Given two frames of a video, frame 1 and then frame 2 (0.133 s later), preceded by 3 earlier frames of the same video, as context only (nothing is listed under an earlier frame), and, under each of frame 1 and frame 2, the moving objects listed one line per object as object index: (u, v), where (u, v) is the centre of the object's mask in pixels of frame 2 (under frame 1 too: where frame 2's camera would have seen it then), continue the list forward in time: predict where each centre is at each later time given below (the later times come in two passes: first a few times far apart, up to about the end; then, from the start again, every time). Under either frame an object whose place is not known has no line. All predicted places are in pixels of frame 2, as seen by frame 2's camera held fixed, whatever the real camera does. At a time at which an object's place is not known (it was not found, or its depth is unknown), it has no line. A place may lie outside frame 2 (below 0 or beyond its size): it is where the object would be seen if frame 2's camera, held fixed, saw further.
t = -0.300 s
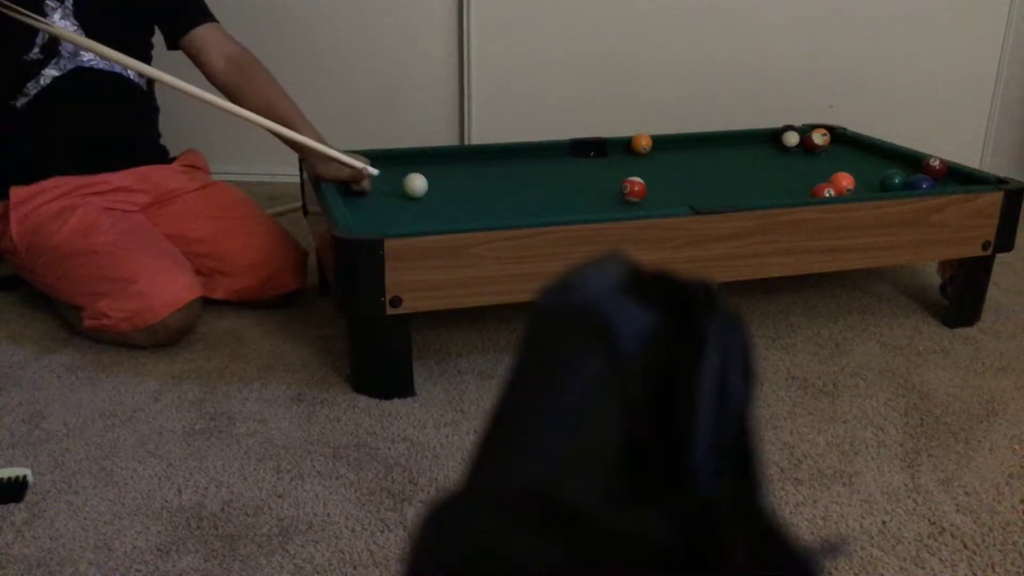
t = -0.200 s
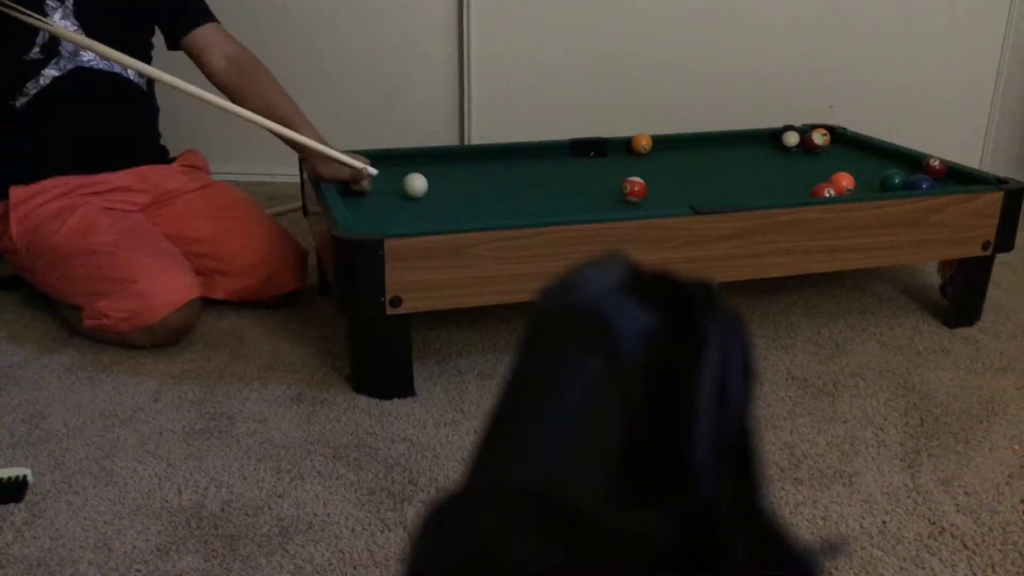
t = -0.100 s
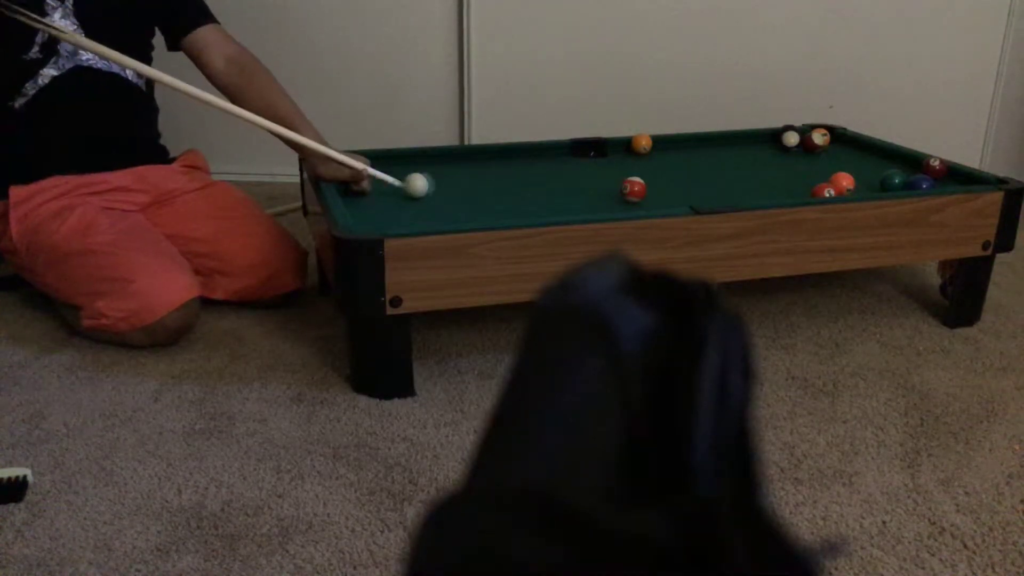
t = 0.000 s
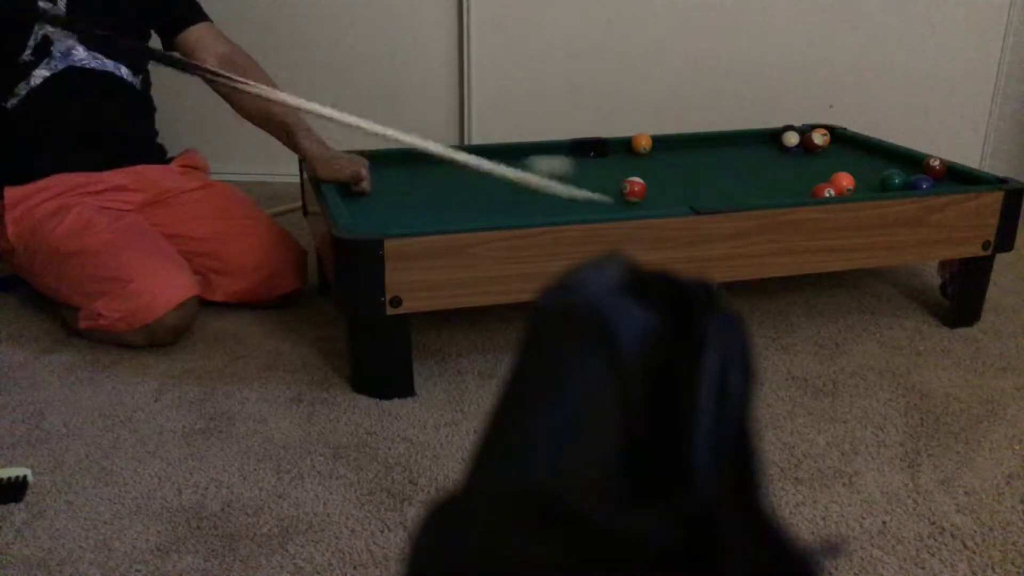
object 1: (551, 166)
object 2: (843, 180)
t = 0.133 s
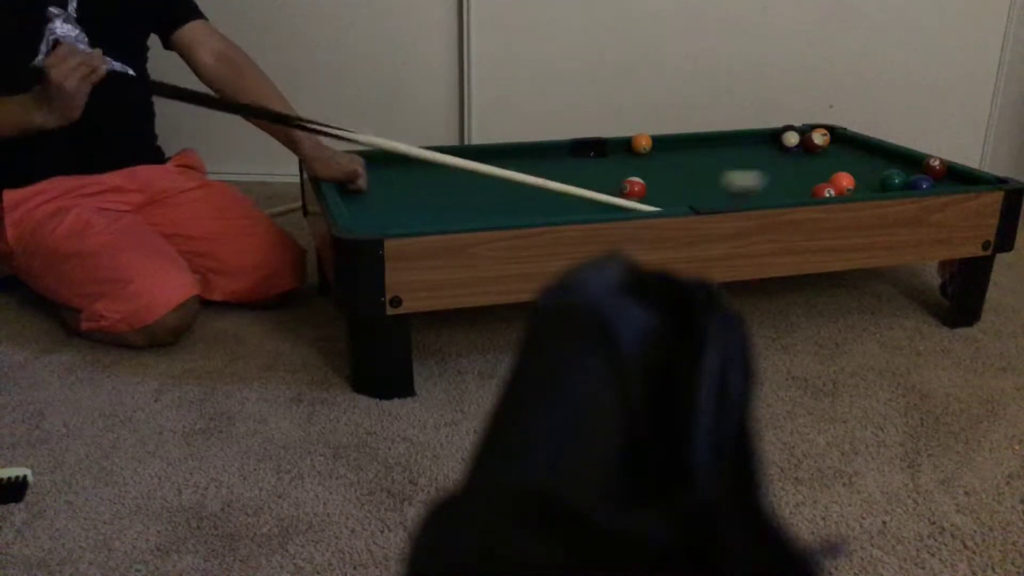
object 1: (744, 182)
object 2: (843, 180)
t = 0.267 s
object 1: (839, 170)
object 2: (891, 185)
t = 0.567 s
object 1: (861, 149)
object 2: (892, 183)
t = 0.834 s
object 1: (804, 147)
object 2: (892, 183)
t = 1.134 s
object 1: (761, 150)
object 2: (892, 183)
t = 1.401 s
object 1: (735, 151)
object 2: (891, 183)
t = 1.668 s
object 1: (717, 153)
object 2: (891, 183)
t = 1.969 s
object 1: (709, 153)
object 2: (891, 183)
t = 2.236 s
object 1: (708, 154)
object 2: (891, 183)
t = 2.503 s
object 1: (708, 154)
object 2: (891, 183)
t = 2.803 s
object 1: (708, 154)
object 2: (891, 183)
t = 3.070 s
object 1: (708, 154)
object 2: (891, 183)
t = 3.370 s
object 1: (708, 154)
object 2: (891, 183)
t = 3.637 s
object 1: (708, 154)
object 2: (891, 183)
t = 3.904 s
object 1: (708, 154)
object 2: (891, 182)
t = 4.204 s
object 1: (708, 154)
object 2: (891, 183)
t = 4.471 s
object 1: (708, 154)
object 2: (891, 183)
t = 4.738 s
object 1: (708, 154)
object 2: (891, 183)
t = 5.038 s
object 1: (708, 154)
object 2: (891, 183)
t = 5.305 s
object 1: (708, 154)
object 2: (891, 183)
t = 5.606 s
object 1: (708, 154)
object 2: (891, 183)
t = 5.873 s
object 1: (708, 154)
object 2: (891, 183)
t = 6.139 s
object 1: (708, 154)
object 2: (891, 183)
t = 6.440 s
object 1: (708, 154)
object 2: (891, 183)
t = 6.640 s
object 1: (708, 154)
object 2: (891, 183)
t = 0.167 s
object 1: (787, 180)
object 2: (843, 180)
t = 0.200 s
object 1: (818, 176)
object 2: (850, 181)
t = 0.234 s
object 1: (830, 173)
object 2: (876, 183)
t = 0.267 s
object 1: (839, 170)
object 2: (891, 185)
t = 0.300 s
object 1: (848, 167)
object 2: (892, 184)
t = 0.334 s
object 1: (855, 164)
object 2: (892, 184)
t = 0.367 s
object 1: (863, 161)
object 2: (892, 184)
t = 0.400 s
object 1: (870, 158)
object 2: (892, 183)
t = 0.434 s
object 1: (877, 155)
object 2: (892, 183)
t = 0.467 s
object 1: (883, 152)
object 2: (892, 183)
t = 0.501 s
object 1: (882, 150)
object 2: (892, 184)
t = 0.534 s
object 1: (872, 149)
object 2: (892, 183)
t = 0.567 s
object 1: (861, 149)
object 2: (892, 183)
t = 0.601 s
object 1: (851, 149)
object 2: (892, 183)
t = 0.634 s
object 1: (842, 148)
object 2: (892, 183)
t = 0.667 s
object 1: (833, 147)
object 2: (892, 183)
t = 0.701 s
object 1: (825, 146)
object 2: (892, 183)
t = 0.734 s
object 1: (820, 146)
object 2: (892, 183)
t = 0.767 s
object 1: (814, 147)
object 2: (892, 183)
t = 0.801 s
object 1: (809, 147)
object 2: (892, 183)
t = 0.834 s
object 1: (804, 147)
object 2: (892, 183)
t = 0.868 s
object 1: (797, 147)
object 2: (892, 183)
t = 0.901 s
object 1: (793, 148)
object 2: (892, 184)
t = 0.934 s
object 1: (788, 148)
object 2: (892, 183)
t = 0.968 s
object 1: (783, 148)
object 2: (892, 184)
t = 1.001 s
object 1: (779, 148)
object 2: (892, 184)
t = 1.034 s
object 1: (773, 148)
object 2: (892, 183)
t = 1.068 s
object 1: (770, 149)
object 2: (892, 183)
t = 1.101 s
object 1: (765, 149)
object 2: (892, 183)
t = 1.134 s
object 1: (761, 150)
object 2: (892, 183)
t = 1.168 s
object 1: (757, 150)
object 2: (892, 183)
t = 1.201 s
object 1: (754, 150)
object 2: (892, 183)
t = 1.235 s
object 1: (750, 150)
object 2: (892, 183)
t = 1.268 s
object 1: (747, 150)
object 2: (892, 183)
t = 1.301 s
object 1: (744, 150)
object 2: (892, 183)
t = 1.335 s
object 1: (741, 151)
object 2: (892, 183)
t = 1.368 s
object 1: (738, 151)
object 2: (892, 183)
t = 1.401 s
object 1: (735, 151)
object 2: (891, 183)
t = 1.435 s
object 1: (732, 151)
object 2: (891, 183)
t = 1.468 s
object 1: (729, 151)
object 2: (891, 183)
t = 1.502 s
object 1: (727, 152)
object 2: (891, 183)
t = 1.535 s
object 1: (725, 152)
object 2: (891, 183)
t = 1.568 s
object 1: (722, 152)
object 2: (891, 183)
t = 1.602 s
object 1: (720, 152)
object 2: (891, 183)
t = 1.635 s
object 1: (718, 153)
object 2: (891, 183)
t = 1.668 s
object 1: (717, 153)
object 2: (891, 183)
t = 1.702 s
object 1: (715, 153)
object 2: (891, 183)
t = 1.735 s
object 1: (714, 153)
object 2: (891, 183)
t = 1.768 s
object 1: (713, 153)
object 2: (891, 183)
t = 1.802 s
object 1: (712, 153)
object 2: (891, 183)
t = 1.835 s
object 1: (711, 153)
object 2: (891, 183)
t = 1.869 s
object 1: (710, 153)
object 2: (891, 183)
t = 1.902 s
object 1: (709, 153)
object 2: (891, 183)
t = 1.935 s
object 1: (709, 153)
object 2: (891, 183)
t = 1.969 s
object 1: (709, 153)
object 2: (891, 183)
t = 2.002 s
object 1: (708, 154)
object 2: (891, 183)
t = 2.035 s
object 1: (708, 154)
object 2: (891, 183)
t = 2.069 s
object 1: (708, 154)
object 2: (891, 183)
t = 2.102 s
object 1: (708, 154)
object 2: (891, 183)
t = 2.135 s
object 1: (708, 154)
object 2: (891, 183)
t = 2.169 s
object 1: (708, 154)
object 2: (891, 183)
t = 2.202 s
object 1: (708, 154)
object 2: (891, 183)
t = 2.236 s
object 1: (708, 154)
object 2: (891, 183)
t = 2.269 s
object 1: (708, 154)
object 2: (891, 183)
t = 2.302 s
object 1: (708, 154)
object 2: (891, 183)
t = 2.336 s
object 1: (708, 154)
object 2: (891, 183)
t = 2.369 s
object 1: (708, 154)
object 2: (891, 183)
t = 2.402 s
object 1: (708, 154)
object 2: (891, 183)
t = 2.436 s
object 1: (708, 154)
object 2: (891, 183)
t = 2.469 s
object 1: (708, 154)
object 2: (891, 183)
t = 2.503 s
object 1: (708, 154)
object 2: (891, 183)
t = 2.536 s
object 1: (708, 154)
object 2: (891, 183)
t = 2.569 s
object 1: (708, 154)
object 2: (891, 183)
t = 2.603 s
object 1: (708, 154)
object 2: (891, 183)
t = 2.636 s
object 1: (708, 154)
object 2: (891, 183)
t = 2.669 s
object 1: (708, 154)
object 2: (891, 183)
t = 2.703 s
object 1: (708, 154)
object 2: (891, 183)
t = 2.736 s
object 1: (708, 154)
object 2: (891, 183)
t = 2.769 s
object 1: (708, 154)
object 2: (891, 183)
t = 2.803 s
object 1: (708, 154)
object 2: (891, 183)
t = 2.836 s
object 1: (708, 154)
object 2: (891, 183)
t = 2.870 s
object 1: (708, 154)
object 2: (891, 183)
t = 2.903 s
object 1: (708, 154)
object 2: (891, 183)
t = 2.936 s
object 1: (708, 154)
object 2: (891, 183)
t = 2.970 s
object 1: (708, 154)
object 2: (891, 183)
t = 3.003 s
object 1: (708, 154)
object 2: (891, 183)
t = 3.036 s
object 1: (708, 154)
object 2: (891, 183)
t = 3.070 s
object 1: (708, 154)
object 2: (891, 183)
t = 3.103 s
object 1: (708, 154)
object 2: (891, 183)
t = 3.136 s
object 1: (708, 154)
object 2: (891, 183)
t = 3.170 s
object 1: (708, 154)
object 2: (891, 183)
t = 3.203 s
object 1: (708, 154)
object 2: (891, 183)
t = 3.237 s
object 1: (708, 154)
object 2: (891, 183)
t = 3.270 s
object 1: (708, 154)
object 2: (891, 183)
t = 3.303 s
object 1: (708, 154)
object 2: (891, 183)
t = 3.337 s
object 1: (708, 154)
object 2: (891, 183)
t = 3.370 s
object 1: (708, 154)
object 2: (891, 183)
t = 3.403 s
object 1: (708, 154)
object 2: (891, 183)
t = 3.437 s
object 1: (708, 154)
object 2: (891, 183)
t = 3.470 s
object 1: (708, 154)
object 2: (891, 183)
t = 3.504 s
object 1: (708, 154)
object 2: (891, 183)
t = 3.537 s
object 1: (708, 154)
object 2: (891, 183)
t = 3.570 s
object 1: (708, 154)
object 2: (891, 183)
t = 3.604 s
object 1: (708, 154)
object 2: (891, 183)
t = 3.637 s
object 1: (708, 154)
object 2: (891, 183)
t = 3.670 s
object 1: (708, 154)
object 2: (891, 183)
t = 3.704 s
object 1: (708, 154)
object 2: (891, 183)
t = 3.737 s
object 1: (708, 154)
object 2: (891, 183)
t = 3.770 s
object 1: (708, 154)
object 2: (891, 182)
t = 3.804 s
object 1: (708, 154)
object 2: (891, 182)
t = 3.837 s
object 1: (708, 154)
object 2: (891, 182)
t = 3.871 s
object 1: (708, 154)
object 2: (891, 182)
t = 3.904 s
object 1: (708, 154)
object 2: (891, 182)
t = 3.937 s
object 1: (708, 154)
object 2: (891, 182)
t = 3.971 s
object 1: (708, 154)
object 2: (891, 182)
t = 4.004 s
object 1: (708, 154)
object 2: (891, 182)
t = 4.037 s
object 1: (708, 154)
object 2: (891, 182)
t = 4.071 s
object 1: (708, 154)
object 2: (891, 183)
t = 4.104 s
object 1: (708, 154)
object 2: (891, 183)
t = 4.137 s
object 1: (708, 154)
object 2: (891, 183)
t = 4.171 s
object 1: (708, 154)
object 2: (891, 183)
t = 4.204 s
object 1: (708, 154)
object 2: (891, 183)
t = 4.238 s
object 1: (708, 154)
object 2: (891, 183)
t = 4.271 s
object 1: (708, 154)
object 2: (891, 183)
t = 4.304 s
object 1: (708, 154)
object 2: (891, 183)
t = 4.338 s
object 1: (708, 154)
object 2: (891, 183)
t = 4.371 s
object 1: (708, 154)
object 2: (891, 183)
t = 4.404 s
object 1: (708, 154)
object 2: (891, 183)
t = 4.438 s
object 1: (708, 154)
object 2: (891, 183)
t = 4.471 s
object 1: (708, 154)
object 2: (891, 183)
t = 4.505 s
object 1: (708, 154)
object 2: (891, 183)
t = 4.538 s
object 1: (708, 154)
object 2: (891, 183)
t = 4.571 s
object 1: (708, 154)
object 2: (891, 183)
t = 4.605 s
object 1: (708, 154)
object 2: (891, 183)
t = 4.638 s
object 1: (708, 154)
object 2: (891, 183)
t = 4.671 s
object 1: (708, 154)
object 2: (891, 183)
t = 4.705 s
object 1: (708, 154)
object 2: (891, 183)
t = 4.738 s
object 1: (708, 154)
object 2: (891, 183)
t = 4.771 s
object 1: (708, 154)
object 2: (891, 183)
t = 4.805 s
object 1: (708, 154)
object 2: (891, 183)
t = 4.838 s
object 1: (708, 154)
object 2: (891, 183)
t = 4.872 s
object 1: (708, 154)
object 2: (891, 183)
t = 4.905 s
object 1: (708, 154)
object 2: (891, 183)
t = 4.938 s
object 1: (708, 154)
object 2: (891, 183)
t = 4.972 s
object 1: (708, 154)
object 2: (891, 183)
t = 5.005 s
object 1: (708, 154)
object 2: (891, 183)
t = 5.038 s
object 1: (708, 154)
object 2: (891, 183)
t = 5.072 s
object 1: (708, 154)
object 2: (891, 183)
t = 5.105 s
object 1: (708, 154)
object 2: (891, 183)
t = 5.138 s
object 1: (708, 154)
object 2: (891, 183)
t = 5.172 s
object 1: (708, 154)
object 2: (891, 183)
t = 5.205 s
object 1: (708, 154)
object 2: (891, 183)
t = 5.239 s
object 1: (708, 154)
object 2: (891, 183)
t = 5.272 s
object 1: (708, 154)
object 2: (891, 183)
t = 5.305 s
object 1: (708, 154)
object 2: (891, 183)
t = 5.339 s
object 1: (708, 154)
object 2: (891, 183)
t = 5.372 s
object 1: (708, 154)
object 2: (891, 183)
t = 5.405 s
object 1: (708, 154)
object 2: (891, 183)
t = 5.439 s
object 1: (708, 154)
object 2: (891, 183)
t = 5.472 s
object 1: (708, 154)
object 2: (891, 183)
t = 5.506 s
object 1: (708, 154)
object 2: (891, 183)
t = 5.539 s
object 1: (708, 154)
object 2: (891, 183)
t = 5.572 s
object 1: (708, 154)
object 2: (891, 183)
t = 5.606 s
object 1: (708, 154)
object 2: (891, 183)
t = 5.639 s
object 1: (708, 154)
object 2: (891, 183)
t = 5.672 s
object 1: (708, 154)
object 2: (891, 183)
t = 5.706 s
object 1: (708, 154)
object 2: (891, 183)
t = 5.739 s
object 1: (708, 154)
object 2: (891, 183)
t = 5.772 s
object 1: (708, 154)
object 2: (891, 183)
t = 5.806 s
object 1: (708, 154)
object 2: (891, 183)
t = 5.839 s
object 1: (708, 154)
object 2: (891, 183)
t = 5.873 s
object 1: (708, 154)
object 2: (891, 183)
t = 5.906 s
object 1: (708, 154)
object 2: (891, 183)
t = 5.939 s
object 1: (708, 154)
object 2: (891, 183)
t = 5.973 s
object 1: (708, 154)
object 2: (891, 183)
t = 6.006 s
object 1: (708, 154)
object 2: (891, 183)
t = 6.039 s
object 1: (708, 154)
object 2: (891, 183)
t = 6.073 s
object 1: (708, 154)
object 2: (891, 183)
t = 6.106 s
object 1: (708, 154)
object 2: (891, 183)
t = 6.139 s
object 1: (708, 154)
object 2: (891, 183)
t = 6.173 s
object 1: (708, 154)
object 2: (891, 183)
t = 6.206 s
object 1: (708, 154)
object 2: (891, 183)
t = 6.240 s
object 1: (708, 154)
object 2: (891, 183)
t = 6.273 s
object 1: (708, 154)
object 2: (891, 183)
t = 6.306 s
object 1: (708, 154)
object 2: (891, 183)
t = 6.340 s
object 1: (708, 154)
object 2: (891, 183)
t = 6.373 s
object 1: (708, 154)
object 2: (891, 183)
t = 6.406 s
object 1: (708, 154)
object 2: (891, 183)
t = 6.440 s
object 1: (708, 154)
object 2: (891, 183)
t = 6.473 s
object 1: (708, 154)
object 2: (891, 183)
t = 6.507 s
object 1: (708, 154)
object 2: (891, 183)
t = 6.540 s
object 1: (708, 154)
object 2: (891, 183)
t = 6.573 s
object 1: (708, 154)
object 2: (891, 183)
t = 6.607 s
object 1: (708, 154)
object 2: (891, 183)
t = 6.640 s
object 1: (708, 154)
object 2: (891, 183)
